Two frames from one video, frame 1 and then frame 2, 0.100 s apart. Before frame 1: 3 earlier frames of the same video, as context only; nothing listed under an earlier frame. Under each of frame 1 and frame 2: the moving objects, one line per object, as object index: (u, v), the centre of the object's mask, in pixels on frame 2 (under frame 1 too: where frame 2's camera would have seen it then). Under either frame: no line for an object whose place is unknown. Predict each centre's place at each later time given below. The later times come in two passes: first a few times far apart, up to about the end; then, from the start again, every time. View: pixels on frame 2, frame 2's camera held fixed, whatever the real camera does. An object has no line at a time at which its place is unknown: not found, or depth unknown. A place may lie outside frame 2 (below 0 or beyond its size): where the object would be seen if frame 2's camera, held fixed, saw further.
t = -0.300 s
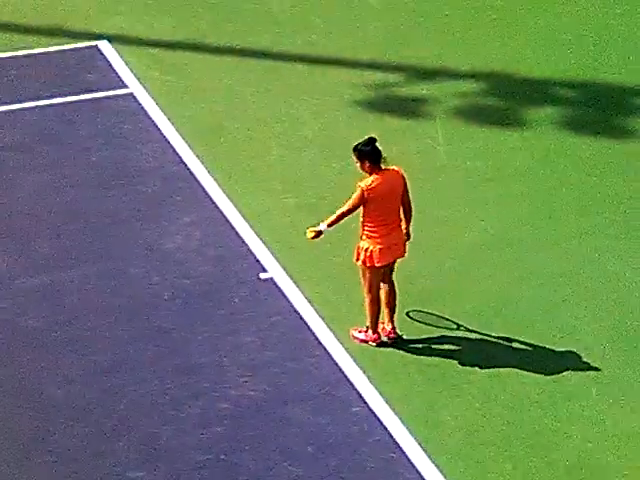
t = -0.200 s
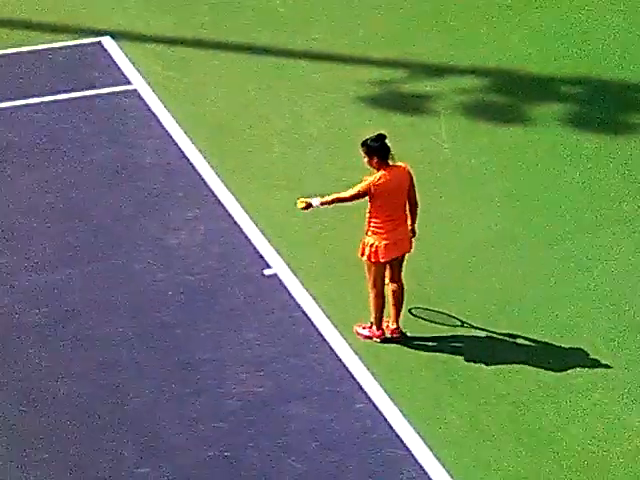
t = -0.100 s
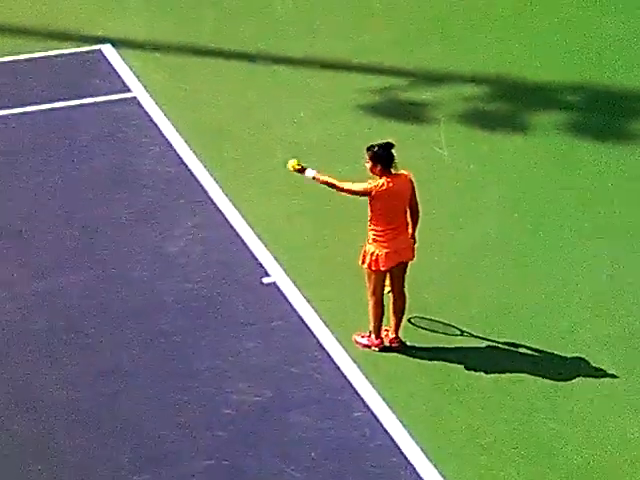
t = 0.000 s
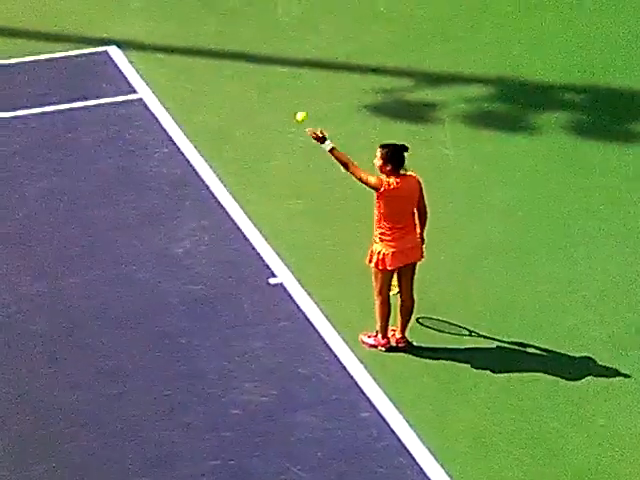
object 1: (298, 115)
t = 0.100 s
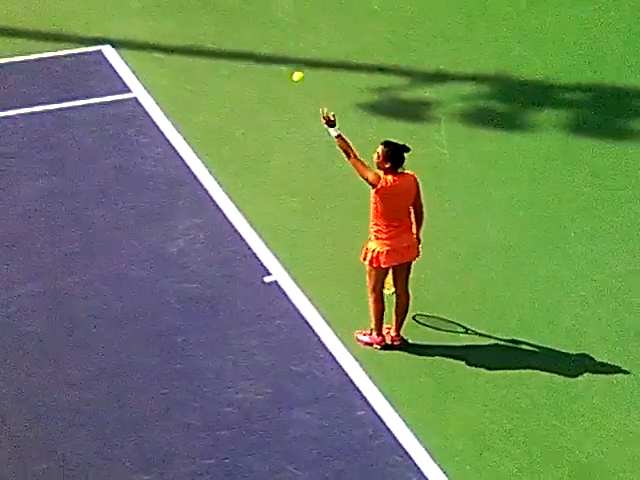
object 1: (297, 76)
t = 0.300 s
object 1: (300, 32)
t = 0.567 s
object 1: (304, 48)
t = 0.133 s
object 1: (298, 66)
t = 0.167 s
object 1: (298, 57)
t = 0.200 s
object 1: (298, 48)
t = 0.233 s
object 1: (298, 42)
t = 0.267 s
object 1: (299, 36)
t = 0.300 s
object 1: (300, 32)
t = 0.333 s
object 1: (300, 29)
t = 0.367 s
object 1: (301, 28)
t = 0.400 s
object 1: (301, 28)
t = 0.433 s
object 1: (302, 29)
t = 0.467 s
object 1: (302, 31)
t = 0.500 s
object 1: (303, 36)
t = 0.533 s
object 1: (304, 41)
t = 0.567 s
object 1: (304, 48)
